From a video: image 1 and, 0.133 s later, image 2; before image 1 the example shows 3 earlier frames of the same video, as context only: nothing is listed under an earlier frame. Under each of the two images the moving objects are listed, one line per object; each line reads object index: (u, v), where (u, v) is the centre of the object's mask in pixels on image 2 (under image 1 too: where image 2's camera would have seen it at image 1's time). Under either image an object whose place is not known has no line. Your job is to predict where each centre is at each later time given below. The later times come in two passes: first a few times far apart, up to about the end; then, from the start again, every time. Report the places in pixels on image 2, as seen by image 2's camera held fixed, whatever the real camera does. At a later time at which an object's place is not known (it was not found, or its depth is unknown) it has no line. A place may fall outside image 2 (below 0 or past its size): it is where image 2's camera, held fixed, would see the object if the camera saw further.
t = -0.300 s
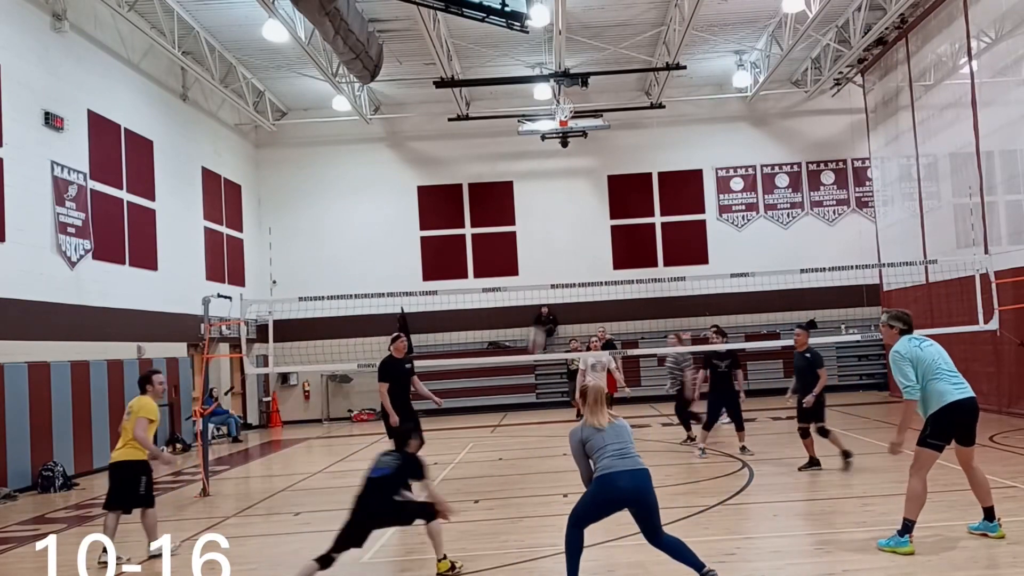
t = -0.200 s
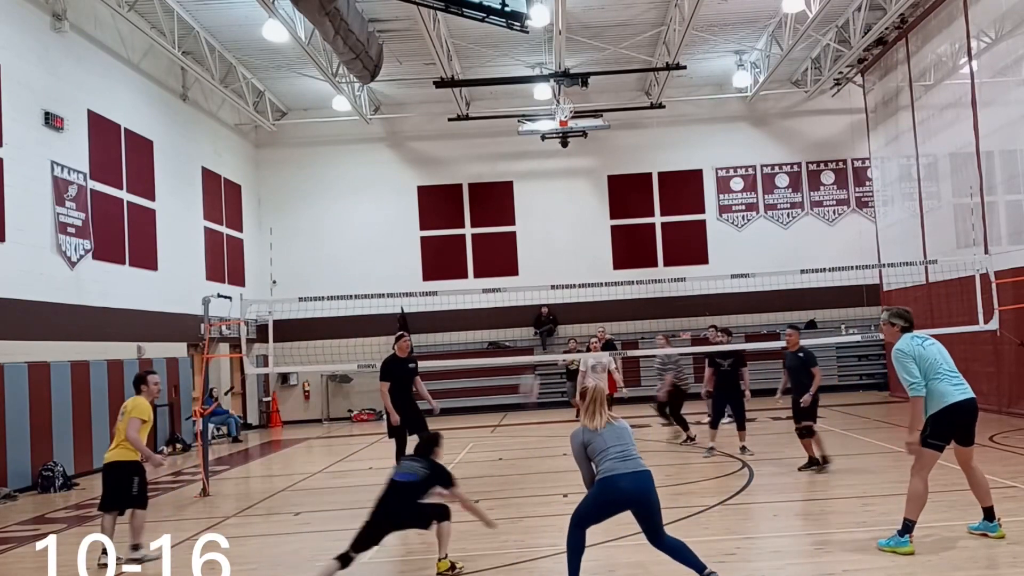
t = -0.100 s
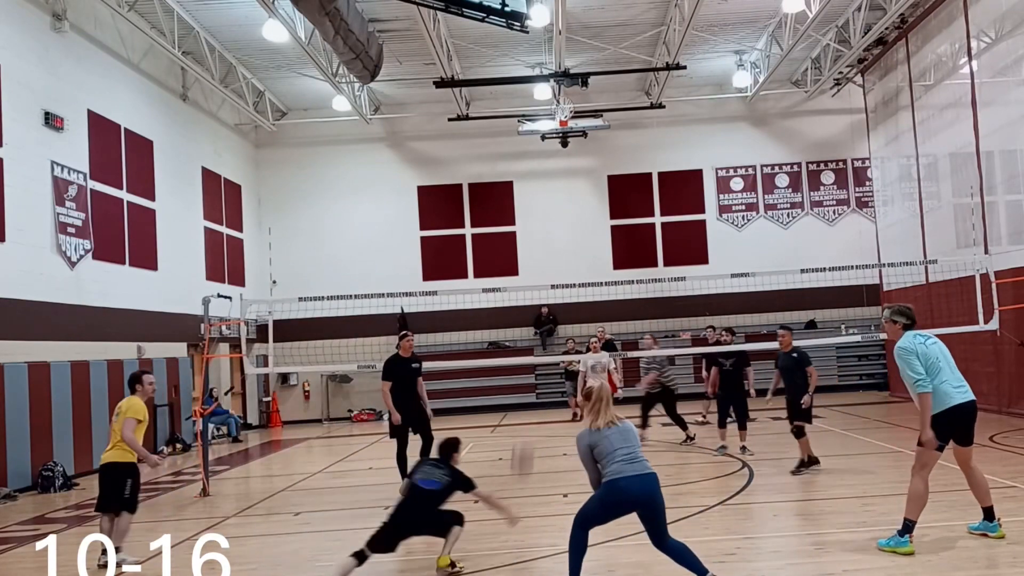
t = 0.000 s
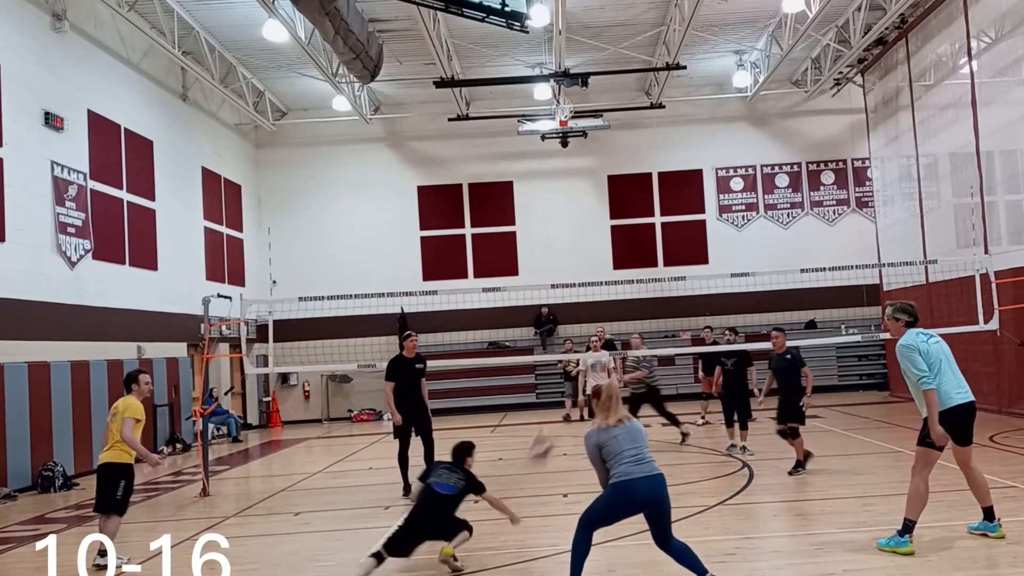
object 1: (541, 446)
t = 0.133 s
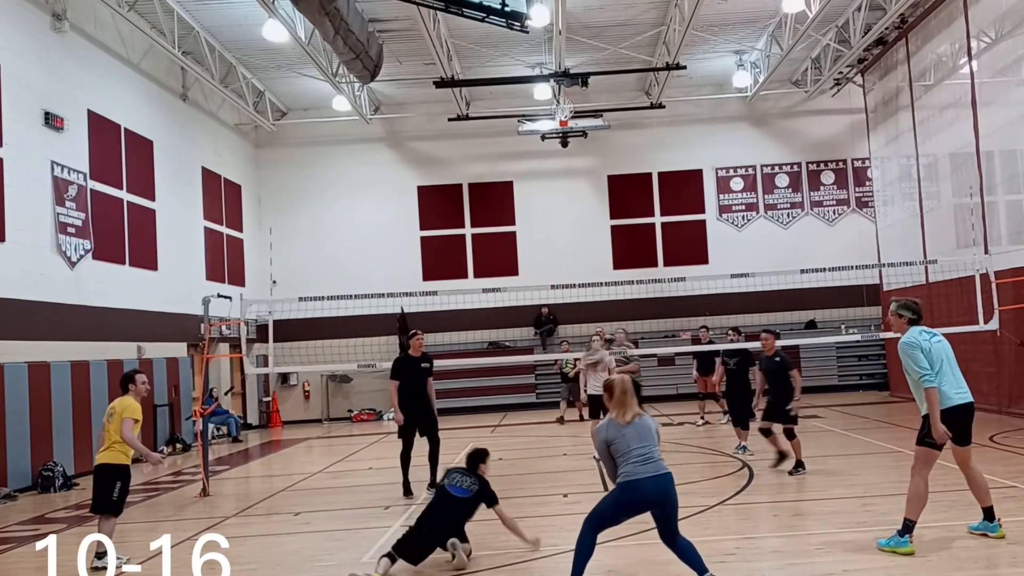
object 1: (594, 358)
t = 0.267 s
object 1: (642, 299)
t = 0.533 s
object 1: (744, 237)
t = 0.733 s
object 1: (823, 245)
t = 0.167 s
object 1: (606, 339)
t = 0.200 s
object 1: (620, 321)
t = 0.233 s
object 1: (631, 310)
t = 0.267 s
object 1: (642, 299)
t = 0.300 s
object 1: (657, 283)
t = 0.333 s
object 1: (671, 269)
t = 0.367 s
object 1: (683, 261)
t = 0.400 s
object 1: (694, 254)
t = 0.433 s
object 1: (704, 249)
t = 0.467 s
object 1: (720, 243)
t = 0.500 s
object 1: (732, 239)
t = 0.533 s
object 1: (744, 237)
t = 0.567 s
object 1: (758, 234)
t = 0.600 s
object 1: (770, 235)
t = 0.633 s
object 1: (784, 235)
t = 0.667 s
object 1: (796, 238)
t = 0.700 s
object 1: (809, 240)
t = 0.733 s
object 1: (823, 245)
